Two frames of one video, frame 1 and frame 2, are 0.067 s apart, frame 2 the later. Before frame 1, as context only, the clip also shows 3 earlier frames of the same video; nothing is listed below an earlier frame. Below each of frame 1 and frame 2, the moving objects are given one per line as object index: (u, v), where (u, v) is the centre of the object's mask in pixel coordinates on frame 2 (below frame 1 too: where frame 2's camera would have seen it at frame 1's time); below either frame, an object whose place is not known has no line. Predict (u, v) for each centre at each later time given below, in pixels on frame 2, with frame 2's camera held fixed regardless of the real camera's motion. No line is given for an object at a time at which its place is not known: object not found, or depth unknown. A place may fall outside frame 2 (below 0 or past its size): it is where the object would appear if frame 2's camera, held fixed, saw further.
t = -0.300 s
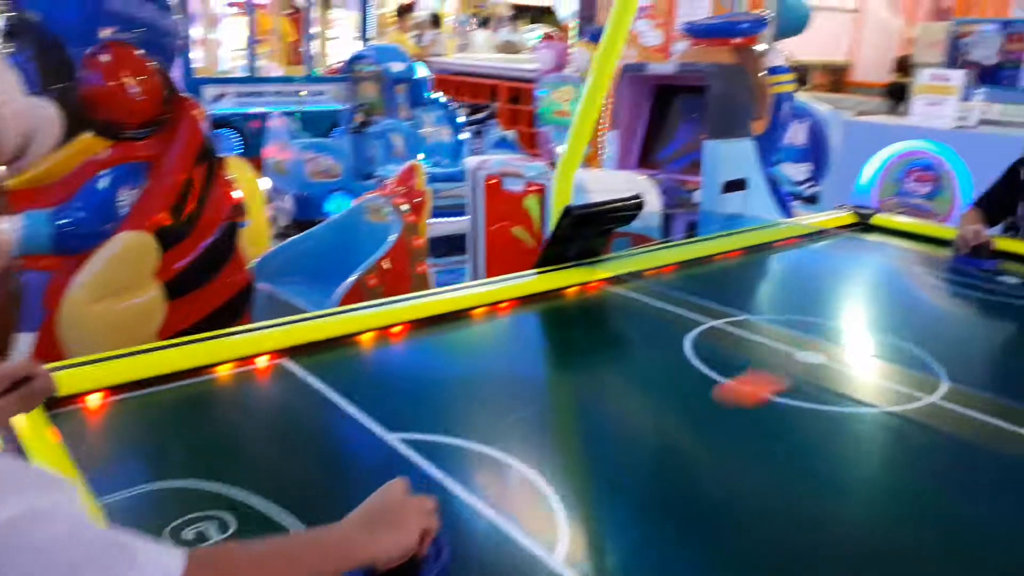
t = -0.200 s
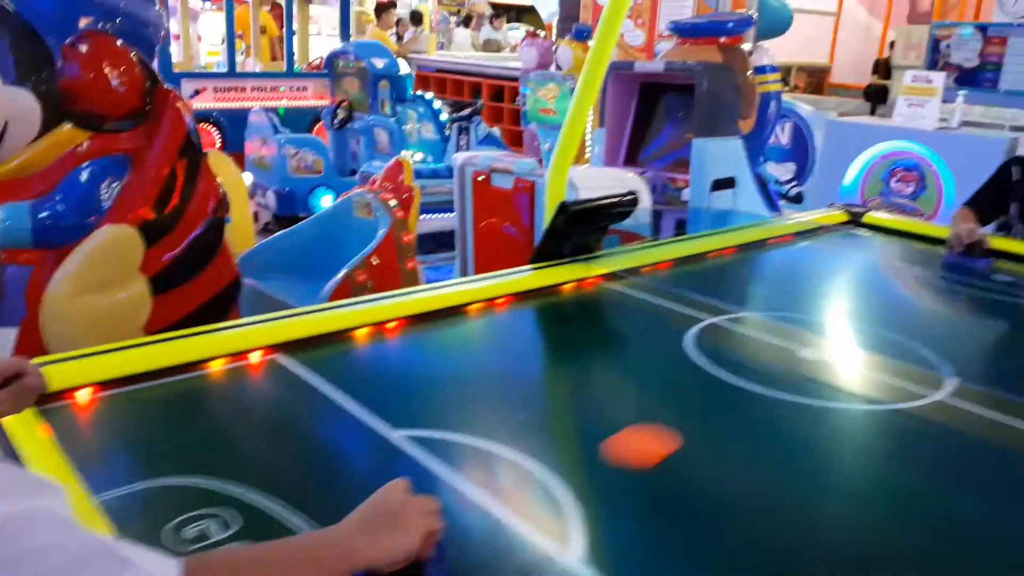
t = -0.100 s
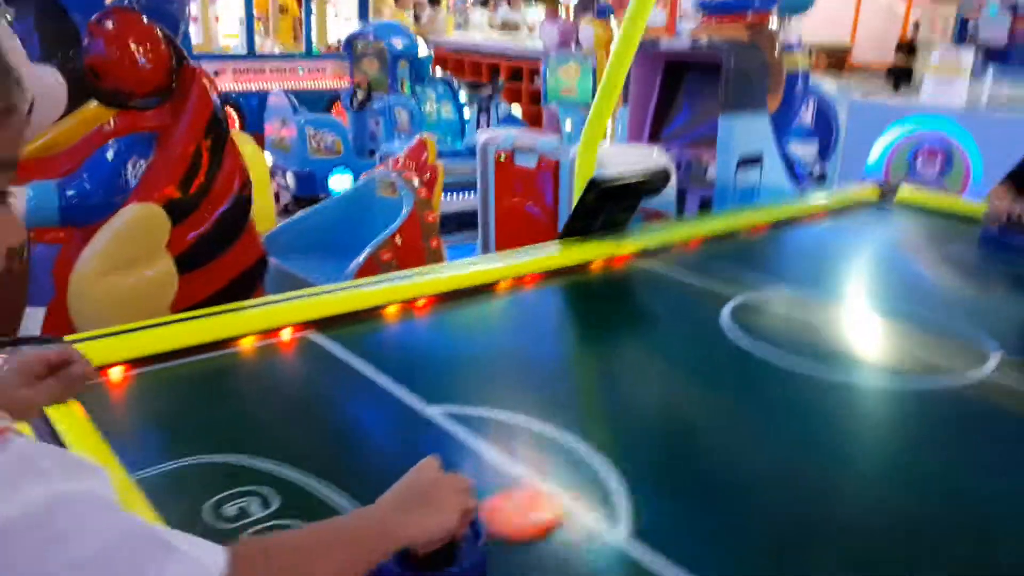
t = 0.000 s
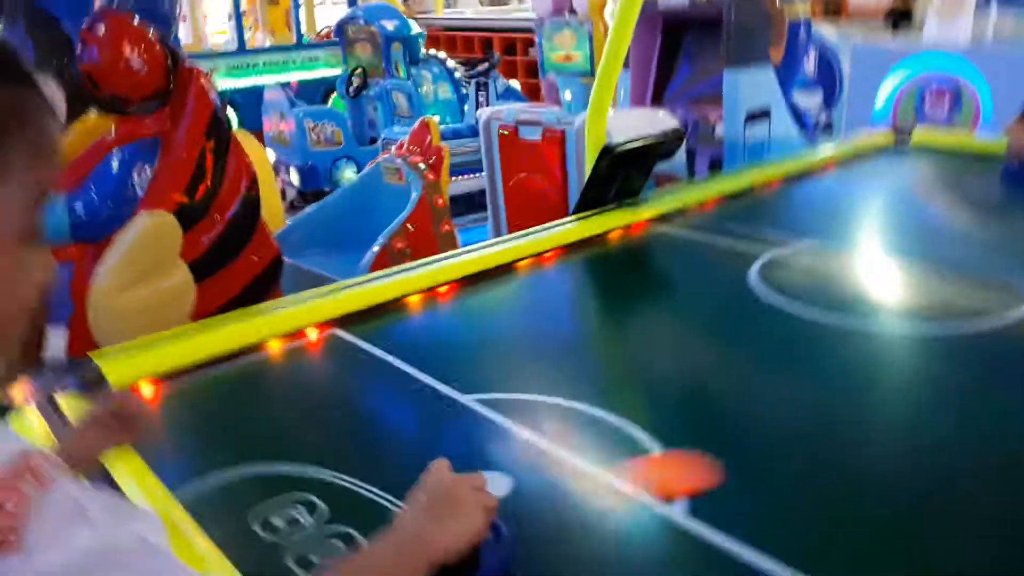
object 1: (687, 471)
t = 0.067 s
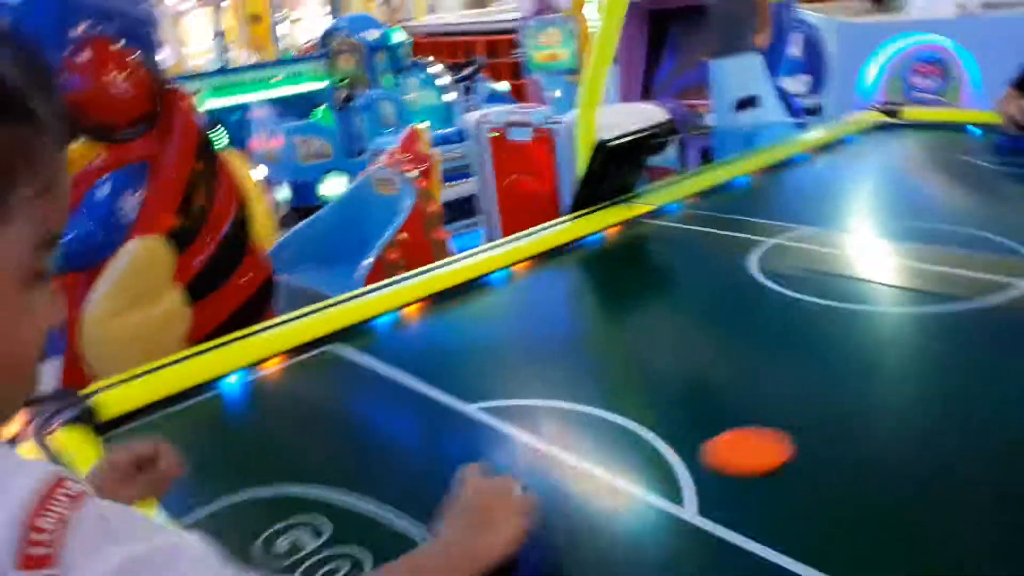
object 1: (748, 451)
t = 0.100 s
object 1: (780, 440)
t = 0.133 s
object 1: (811, 430)
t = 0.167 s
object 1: (842, 421)
